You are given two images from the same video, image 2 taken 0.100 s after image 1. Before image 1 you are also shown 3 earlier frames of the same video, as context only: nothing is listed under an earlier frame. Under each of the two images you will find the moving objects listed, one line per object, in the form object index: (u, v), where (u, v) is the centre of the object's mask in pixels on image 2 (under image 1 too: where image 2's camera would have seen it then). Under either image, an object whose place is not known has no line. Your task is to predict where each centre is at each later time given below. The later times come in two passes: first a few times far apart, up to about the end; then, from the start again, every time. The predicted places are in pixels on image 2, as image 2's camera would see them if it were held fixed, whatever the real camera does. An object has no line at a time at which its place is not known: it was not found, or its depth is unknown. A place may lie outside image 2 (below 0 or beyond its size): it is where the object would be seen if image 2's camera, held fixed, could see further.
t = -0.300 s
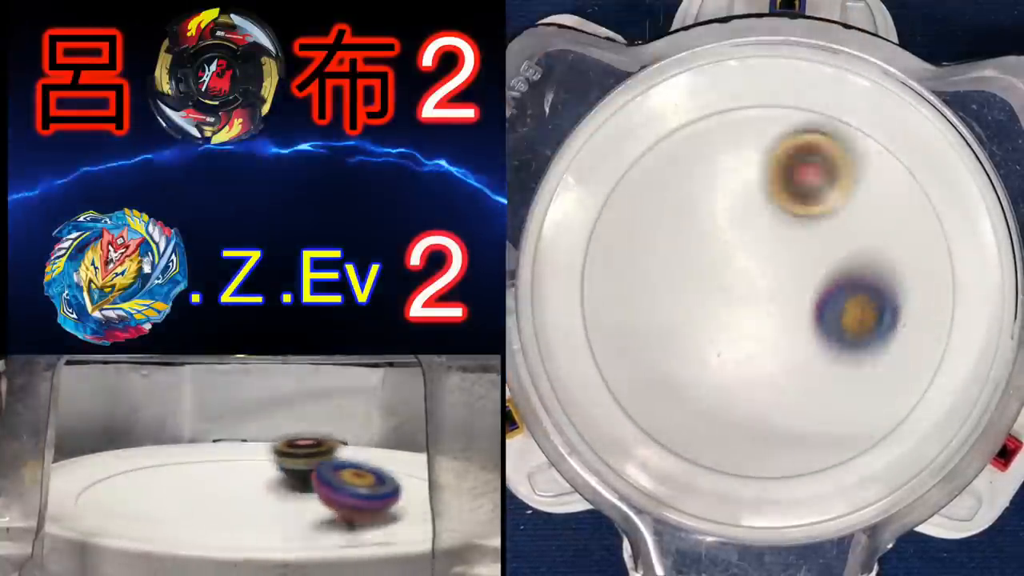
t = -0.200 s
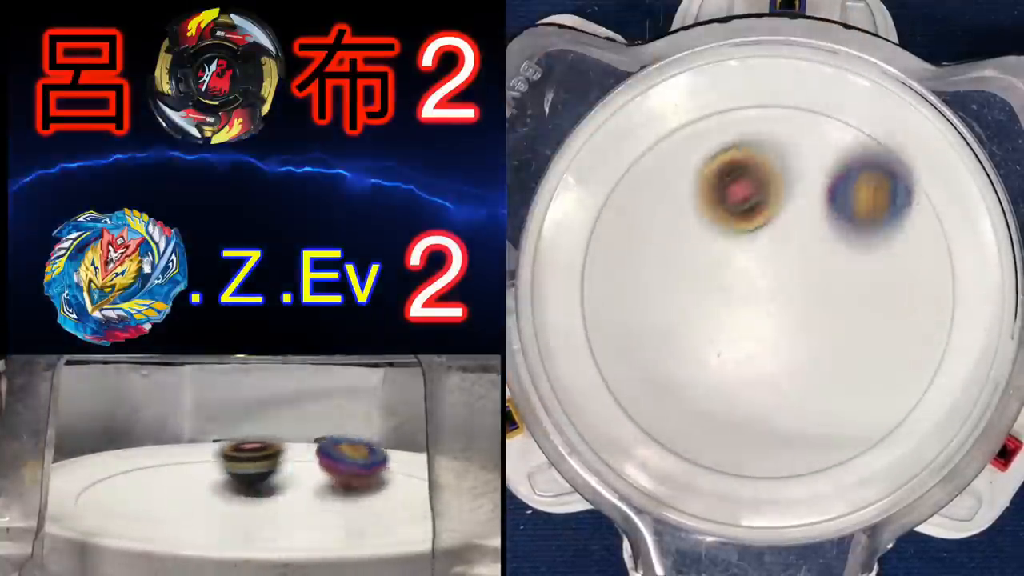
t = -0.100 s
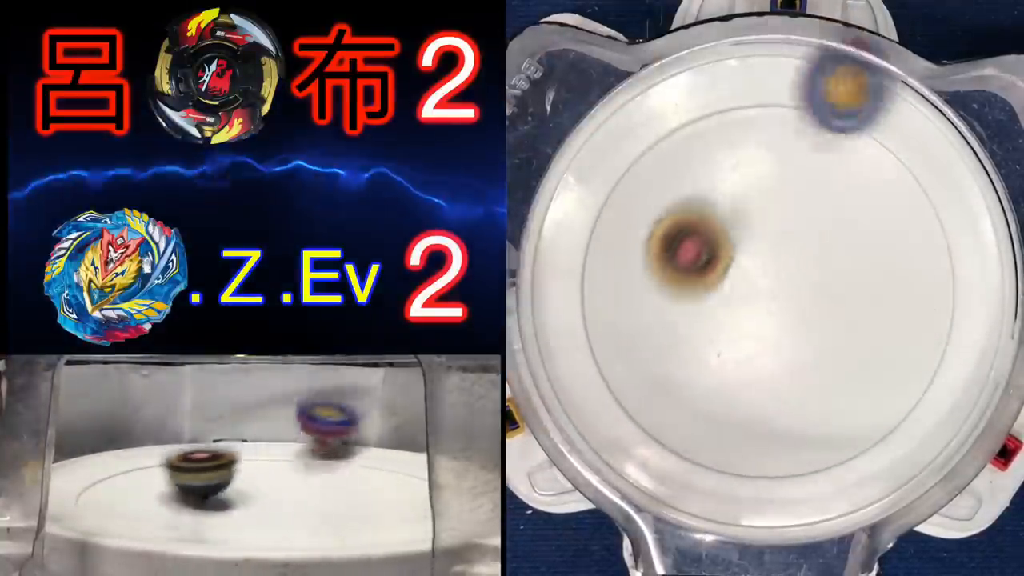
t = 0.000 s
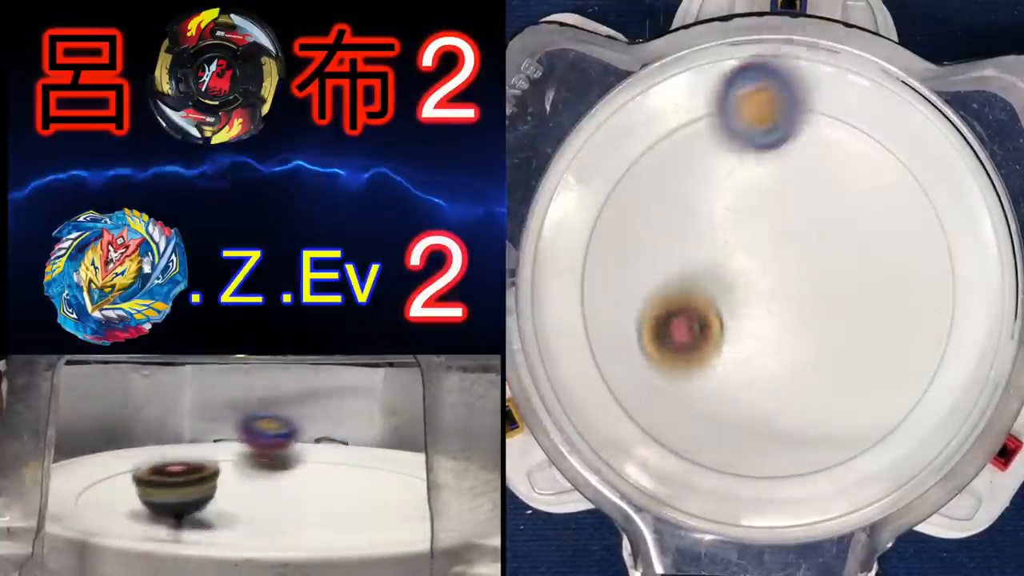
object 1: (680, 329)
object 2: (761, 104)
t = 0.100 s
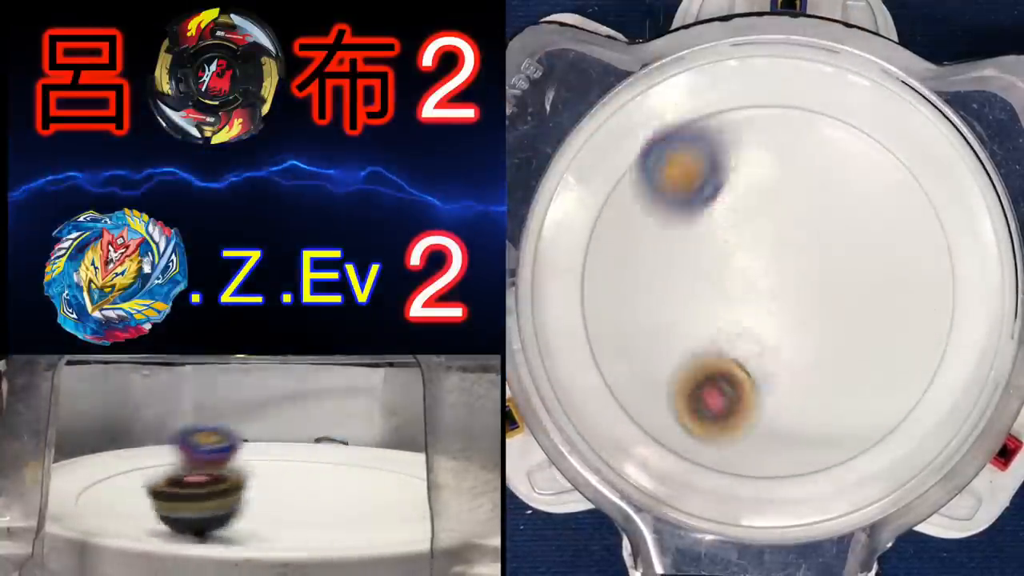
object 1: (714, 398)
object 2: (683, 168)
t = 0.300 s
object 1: (847, 428)
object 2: (690, 386)
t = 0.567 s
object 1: (938, 276)
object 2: (906, 396)
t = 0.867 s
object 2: (845, 93)
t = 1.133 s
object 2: (616, 281)
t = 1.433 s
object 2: (749, 456)
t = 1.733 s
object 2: (801, 278)
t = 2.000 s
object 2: (741, 278)
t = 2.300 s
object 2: (822, 375)
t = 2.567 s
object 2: (842, 183)
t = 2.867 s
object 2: (585, 277)
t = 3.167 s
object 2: (870, 438)
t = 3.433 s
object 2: (808, 111)
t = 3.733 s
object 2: (656, 433)
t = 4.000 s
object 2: (950, 281)
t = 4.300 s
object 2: (607, 211)
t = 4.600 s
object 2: (854, 450)
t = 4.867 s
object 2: (838, 122)
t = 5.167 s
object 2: (606, 372)
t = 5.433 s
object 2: (918, 393)
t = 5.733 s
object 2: (791, 146)
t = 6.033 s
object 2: (595, 355)
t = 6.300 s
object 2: (857, 443)
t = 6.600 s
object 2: (874, 153)
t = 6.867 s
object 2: (598, 231)
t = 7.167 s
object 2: (787, 466)
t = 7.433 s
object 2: (946, 234)
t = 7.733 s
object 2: (609, 199)
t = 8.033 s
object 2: (763, 463)
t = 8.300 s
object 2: (912, 290)
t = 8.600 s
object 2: (689, 145)
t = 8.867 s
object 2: (631, 340)
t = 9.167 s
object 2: (816, 344)
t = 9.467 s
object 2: (780, 223)
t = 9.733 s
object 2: (699, 238)
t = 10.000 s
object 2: (750, 294)
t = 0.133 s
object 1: (734, 414)
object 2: (665, 202)
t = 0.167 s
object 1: (753, 425)
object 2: (655, 239)
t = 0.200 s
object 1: (777, 432)
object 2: (652, 277)
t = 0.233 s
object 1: (800, 434)
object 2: (658, 315)
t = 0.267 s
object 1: (824, 433)
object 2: (671, 352)
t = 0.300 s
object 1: (847, 428)
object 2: (690, 386)
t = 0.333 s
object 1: (868, 419)
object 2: (716, 419)
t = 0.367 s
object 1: (888, 406)
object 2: (746, 443)
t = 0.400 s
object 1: (904, 391)
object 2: (778, 464)
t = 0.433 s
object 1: (919, 372)
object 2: (809, 477)
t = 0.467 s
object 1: (930, 351)
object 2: (839, 470)
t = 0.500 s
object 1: (938, 328)
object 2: (865, 454)
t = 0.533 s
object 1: (941, 303)
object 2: (886, 428)
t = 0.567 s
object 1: (938, 276)
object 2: (906, 396)
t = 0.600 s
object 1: (931, 251)
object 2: (922, 362)
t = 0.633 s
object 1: (917, 227)
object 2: (935, 324)
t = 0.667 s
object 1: (899, 204)
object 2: (943, 285)
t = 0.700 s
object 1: (875, 183)
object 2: (946, 248)
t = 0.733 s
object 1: (845, 166)
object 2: (935, 210)
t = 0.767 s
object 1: (811, 154)
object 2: (918, 174)
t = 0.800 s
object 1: (774, 151)
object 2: (899, 141)
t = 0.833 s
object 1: (736, 155)
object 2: (874, 108)
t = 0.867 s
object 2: (845, 93)
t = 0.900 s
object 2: (806, 90)
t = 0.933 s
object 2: (770, 95)
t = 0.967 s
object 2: (735, 106)
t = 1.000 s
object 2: (702, 126)
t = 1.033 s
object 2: (672, 158)
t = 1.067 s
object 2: (647, 193)
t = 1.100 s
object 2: (627, 237)
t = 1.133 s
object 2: (616, 281)
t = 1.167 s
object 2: (613, 331)
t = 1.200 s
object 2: (613, 370)
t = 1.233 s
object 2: (620, 396)
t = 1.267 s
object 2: (631, 421)
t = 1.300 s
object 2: (653, 441)
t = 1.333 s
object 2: (681, 452)
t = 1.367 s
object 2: (711, 459)
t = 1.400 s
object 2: (742, 461)
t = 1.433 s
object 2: (749, 456)
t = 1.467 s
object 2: (749, 442)
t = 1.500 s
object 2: (749, 424)
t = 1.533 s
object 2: (752, 403)
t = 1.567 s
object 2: (757, 382)
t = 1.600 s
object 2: (764, 358)
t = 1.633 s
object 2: (774, 335)
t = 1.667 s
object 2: (784, 313)
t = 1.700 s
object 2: (794, 294)
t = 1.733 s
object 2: (801, 278)
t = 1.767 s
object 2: (804, 266)
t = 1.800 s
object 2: (802, 257)
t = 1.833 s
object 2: (797, 252)
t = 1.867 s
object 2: (788, 250)
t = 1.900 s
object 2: (777, 252)
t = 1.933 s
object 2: (764, 258)
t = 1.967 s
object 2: (751, 266)
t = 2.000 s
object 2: (741, 278)
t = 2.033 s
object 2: (734, 293)
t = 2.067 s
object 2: (729, 311)
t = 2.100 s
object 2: (728, 333)
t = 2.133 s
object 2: (733, 353)
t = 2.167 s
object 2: (742, 370)
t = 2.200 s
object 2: (756, 383)
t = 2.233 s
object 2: (773, 391)
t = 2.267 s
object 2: (795, 392)
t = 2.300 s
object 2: (822, 375)
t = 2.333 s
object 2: (847, 355)
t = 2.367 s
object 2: (867, 333)
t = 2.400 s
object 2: (881, 305)
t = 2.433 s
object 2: (887, 281)
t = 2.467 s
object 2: (887, 256)
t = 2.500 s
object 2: (879, 231)
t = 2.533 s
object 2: (865, 206)
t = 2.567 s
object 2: (842, 183)
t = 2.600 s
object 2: (815, 166)
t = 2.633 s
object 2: (784, 154)
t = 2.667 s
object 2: (750, 150)
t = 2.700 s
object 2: (715, 153)
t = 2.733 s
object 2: (680, 165)
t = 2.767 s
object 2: (649, 182)
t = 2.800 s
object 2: (622, 209)
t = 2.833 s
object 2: (600, 241)
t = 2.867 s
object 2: (585, 277)
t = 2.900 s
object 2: (592, 315)
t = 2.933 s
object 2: (606, 354)
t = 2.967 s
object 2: (628, 393)
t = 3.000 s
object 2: (656, 429)
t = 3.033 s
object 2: (693, 456)
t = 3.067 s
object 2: (737, 466)
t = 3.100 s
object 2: (783, 468)
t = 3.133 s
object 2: (829, 461)
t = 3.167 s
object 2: (870, 438)
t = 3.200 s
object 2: (911, 401)
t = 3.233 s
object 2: (935, 359)
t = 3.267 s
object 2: (950, 310)
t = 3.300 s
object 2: (948, 259)
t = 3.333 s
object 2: (932, 207)
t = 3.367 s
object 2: (904, 168)
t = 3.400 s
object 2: (861, 131)
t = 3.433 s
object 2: (808, 111)
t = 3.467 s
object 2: (753, 108)
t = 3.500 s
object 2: (700, 121)
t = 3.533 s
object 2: (651, 151)
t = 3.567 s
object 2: (616, 192)
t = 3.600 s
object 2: (596, 240)
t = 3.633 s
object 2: (587, 295)
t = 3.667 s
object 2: (596, 345)
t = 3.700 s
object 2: (619, 391)
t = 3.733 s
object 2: (656, 433)
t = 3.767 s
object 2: (704, 458)
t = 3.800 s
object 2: (750, 469)
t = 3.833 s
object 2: (801, 467)
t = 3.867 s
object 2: (849, 451)
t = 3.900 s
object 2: (891, 422)
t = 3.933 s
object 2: (925, 381)
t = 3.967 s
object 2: (945, 333)
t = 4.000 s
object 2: (950, 281)
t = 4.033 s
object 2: (940, 231)
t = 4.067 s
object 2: (915, 182)
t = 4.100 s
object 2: (881, 145)
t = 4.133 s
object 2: (831, 119)
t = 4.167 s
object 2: (778, 108)
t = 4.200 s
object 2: (725, 113)
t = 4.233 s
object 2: (675, 136)
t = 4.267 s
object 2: (635, 164)
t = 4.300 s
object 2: (607, 211)
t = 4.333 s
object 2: (589, 257)
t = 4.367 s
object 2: (589, 308)
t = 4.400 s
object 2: (601, 360)
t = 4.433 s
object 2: (628, 404)
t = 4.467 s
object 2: (666, 439)
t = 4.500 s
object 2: (711, 463)
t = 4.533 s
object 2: (760, 472)
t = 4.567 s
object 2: (806, 467)
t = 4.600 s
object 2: (854, 450)
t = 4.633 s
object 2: (896, 415)
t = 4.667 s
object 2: (926, 378)
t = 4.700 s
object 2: (945, 333)
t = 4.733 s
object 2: (950, 282)
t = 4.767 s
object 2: (941, 235)
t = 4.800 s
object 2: (919, 188)
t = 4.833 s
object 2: (885, 150)
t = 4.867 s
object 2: (838, 122)
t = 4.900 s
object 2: (791, 109)
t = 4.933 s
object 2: (739, 110)
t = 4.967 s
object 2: (692, 126)
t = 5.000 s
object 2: (652, 151)
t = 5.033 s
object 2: (619, 185)
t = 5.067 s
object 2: (597, 230)
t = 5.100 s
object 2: (588, 275)
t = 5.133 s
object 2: (590, 325)
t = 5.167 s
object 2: (606, 372)
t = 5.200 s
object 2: (633, 412)
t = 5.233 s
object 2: (669, 442)
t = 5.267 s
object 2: (710, 463)
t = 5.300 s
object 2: (756, 471)
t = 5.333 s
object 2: (803, 468)
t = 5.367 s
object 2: (847, 453)
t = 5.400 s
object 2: (887, 424)
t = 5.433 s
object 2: (918, 393)
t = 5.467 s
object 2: (936, 359)
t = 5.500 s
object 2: (938, 323)
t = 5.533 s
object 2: (936, 289)
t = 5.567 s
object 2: (926, 254)
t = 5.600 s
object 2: (909, 221)
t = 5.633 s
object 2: (888, 194)
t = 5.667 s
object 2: (860, 171)
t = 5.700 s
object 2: (826, 155)
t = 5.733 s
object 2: (791, 146)
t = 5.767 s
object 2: (756, 145)
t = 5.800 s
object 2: (721, 150)
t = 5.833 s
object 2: (688, 164)
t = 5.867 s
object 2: (657, 186)
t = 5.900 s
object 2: (633, 211)
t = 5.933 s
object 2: (611, 245)
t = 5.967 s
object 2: (598, 280)
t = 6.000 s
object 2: (592, 317)
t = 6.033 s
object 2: (595, 355)
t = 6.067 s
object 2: (619, 385)
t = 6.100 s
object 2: (647, 414)
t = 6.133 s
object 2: (679, 439)
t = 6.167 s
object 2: (714, 457)
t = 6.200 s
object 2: (750, 466)
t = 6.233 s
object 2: (786, 468)
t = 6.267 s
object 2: (822, 461)
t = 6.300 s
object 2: (857, 443)
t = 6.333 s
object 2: (887, 417)
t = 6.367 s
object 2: (912, 390)
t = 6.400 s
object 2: (929, 358)
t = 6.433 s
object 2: (940, 323)
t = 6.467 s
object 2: (942, 287)
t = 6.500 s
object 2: (937, 251)
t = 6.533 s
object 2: (923, 214)
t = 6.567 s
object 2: (902, 182)
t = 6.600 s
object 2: (874, 153)
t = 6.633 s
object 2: (840, 132)
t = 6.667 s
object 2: (800, 116)
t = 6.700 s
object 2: (760, 109)
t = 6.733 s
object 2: (719, 110)
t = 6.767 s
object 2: (681, 132)
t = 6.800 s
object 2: (644, 156)
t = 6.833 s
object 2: (616, 189)
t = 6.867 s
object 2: (598, 231)
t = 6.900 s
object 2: (589, 271)
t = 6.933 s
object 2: (589, 313)
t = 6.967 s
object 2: (602, 354)
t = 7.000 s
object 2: (620, 392)
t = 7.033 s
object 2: (646, 422)
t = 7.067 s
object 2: (679, 444)
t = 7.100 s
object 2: (714, 459)
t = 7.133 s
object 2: (751, 467)
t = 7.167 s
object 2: (787, 466)
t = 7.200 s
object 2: (824, 458)
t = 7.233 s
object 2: (857, 443)
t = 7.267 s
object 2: (886, 422)
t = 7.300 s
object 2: (910, 393)
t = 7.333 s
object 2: (929, 362)
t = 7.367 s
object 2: (940, 330)
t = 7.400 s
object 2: (946, 292)
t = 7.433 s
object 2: (946, 234)
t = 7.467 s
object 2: (928, 176)
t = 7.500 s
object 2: (903, 125)
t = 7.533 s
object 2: (862, 105)
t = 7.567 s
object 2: (814, 99)
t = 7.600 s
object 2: (770, 98)
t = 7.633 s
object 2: (721, 105)
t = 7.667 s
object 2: (679, 129)
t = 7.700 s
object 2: (642, 158)
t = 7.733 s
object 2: (609, 199)
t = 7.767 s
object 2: (593, 246)
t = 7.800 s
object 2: (589, 289)
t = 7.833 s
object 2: (593, 333)
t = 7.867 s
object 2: (611, 374)
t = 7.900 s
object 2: (633, 407)
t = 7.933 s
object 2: (662, 434)
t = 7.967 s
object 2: (697, 451)
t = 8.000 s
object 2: (729, 461)
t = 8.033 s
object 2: (763, 463)
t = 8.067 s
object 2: (795, 459)
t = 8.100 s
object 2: (825, 451)
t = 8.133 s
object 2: (851, 435)
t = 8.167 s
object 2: (874, 413)
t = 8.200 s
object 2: (893, 389)
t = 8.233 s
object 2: (906, 353)
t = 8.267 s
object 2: (912, 322)
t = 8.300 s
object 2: (912, 290)
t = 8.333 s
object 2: (904, 254)
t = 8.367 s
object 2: (891, 223)
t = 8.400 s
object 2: (869, 194)
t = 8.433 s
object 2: (844, 170)
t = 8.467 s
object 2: (817, 153)
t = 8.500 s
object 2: (784, 140)
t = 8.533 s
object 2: (752, 134)
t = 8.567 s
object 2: (720, 136)
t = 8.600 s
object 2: (689, 145)
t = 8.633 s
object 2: (662, 160)
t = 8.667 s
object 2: (639, 180)
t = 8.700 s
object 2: (623, 205)
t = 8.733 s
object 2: (612, 232)
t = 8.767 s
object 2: (607, 262)
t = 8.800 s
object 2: (608, 288)
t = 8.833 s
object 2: (616, 315)
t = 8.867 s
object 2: (631, 340)
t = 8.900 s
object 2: (649, 360)
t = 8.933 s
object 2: (671, 375)
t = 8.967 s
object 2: (695, 385)
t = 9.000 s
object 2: (721, 390)
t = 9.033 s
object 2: (745, 390)
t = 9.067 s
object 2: (768, 384)
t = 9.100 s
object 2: (788, 375)
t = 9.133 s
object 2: (805, 360)
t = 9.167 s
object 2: (816, 344)
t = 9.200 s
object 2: (824, 325)
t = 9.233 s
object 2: (827, 307)
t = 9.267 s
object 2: (827, 290)
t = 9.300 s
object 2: (823, 274)
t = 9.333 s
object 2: (816, 261)
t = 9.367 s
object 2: (808, 251)
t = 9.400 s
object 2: (800, 242)
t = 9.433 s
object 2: (791, 238)
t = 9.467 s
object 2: (780, 223)
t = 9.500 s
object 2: (768, 209)
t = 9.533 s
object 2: (756, 202)
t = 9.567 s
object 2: (743, 199)
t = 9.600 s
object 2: (729, 201)
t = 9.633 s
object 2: (717, 207)
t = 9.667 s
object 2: (707, 216)
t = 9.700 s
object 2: (701, 226)
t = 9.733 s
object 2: (699, 238)
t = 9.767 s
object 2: (699, 248)
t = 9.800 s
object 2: (702, 259)
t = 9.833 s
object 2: (707, 269)
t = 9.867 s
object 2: (714, 277)
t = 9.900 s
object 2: (722, 283)
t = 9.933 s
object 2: (732, 288)
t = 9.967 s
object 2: (741, 292)
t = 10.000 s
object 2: (750, 294)
